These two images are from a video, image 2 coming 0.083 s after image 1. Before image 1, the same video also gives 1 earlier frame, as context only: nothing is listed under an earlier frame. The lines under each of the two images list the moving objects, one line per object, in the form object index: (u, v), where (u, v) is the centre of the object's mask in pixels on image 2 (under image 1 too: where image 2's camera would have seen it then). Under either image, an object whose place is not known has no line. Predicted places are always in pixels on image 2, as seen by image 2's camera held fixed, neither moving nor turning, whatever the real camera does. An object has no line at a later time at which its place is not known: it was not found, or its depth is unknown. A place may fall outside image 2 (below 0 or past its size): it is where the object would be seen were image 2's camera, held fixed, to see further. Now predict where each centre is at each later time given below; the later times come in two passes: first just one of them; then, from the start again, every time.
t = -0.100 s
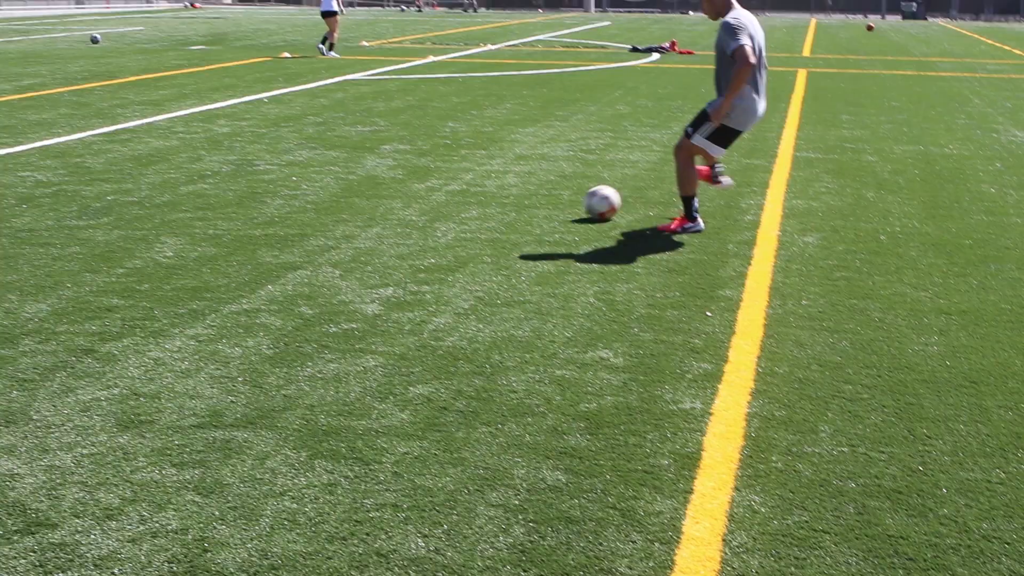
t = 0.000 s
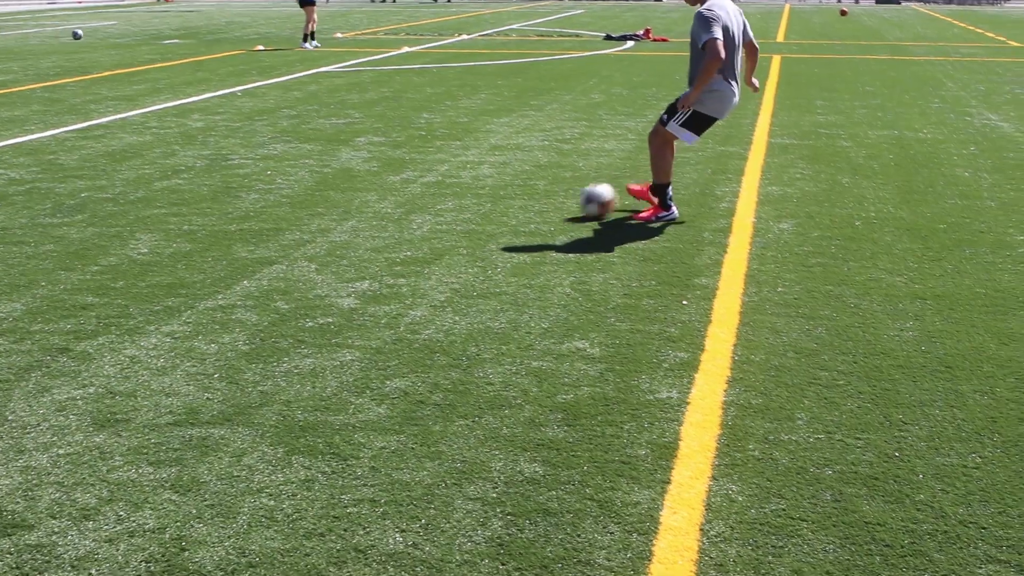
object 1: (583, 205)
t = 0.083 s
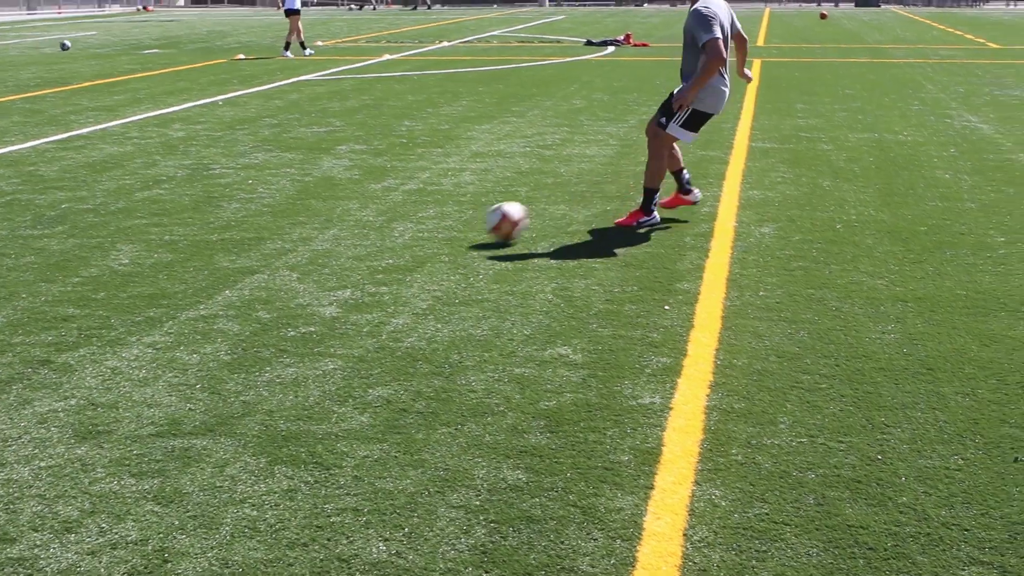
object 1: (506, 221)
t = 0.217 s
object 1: (379, 253)
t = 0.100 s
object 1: (491, 226)
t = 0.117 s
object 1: (476, 231)
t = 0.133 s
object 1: (459, 236)
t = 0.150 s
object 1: (443, 241)
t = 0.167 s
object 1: (426, 243)
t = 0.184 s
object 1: (412, 246)
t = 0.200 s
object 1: (396, 249)
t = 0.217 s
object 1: (379, 253)
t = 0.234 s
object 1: (363, 257)
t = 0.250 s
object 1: (345, 263)
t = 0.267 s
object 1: (327, 268)
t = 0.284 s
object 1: (309, 275)
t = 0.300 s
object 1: (290, 281)
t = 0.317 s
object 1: (273, 285)
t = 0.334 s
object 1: (255, 288)
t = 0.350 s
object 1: (238, 293)
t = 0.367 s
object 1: (219, 297)
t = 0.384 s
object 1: (201, 302)
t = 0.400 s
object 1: (182, 308)
